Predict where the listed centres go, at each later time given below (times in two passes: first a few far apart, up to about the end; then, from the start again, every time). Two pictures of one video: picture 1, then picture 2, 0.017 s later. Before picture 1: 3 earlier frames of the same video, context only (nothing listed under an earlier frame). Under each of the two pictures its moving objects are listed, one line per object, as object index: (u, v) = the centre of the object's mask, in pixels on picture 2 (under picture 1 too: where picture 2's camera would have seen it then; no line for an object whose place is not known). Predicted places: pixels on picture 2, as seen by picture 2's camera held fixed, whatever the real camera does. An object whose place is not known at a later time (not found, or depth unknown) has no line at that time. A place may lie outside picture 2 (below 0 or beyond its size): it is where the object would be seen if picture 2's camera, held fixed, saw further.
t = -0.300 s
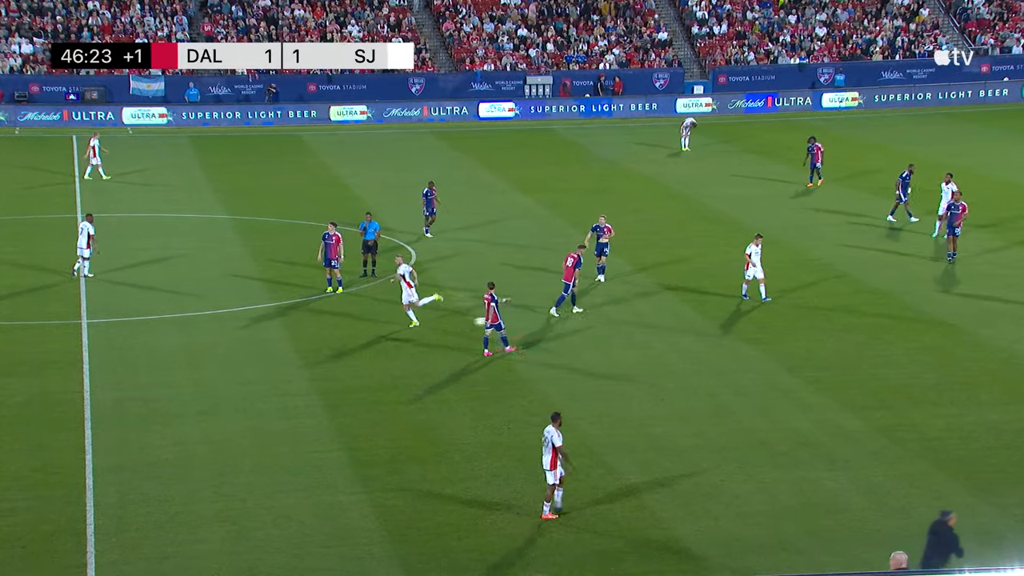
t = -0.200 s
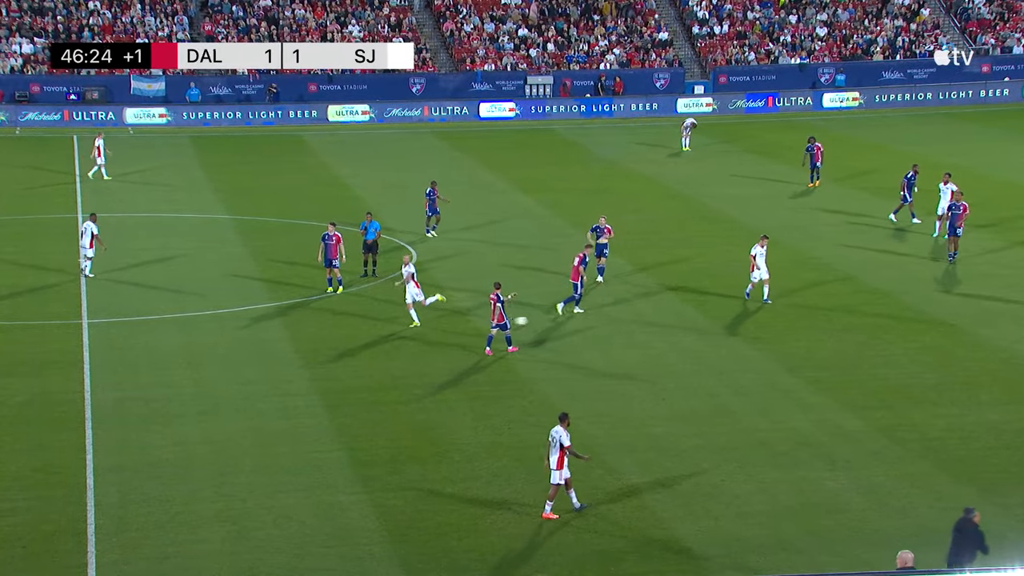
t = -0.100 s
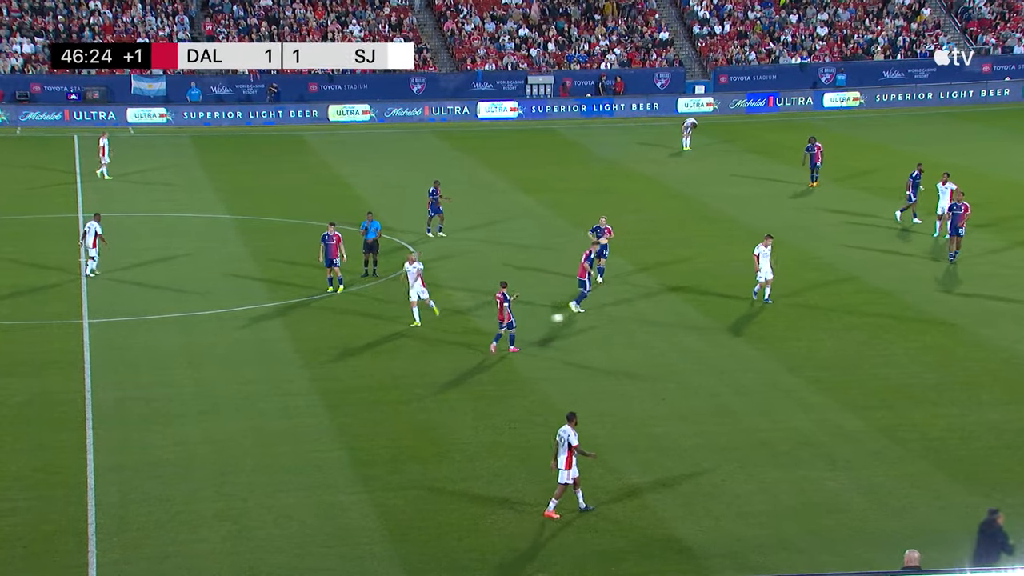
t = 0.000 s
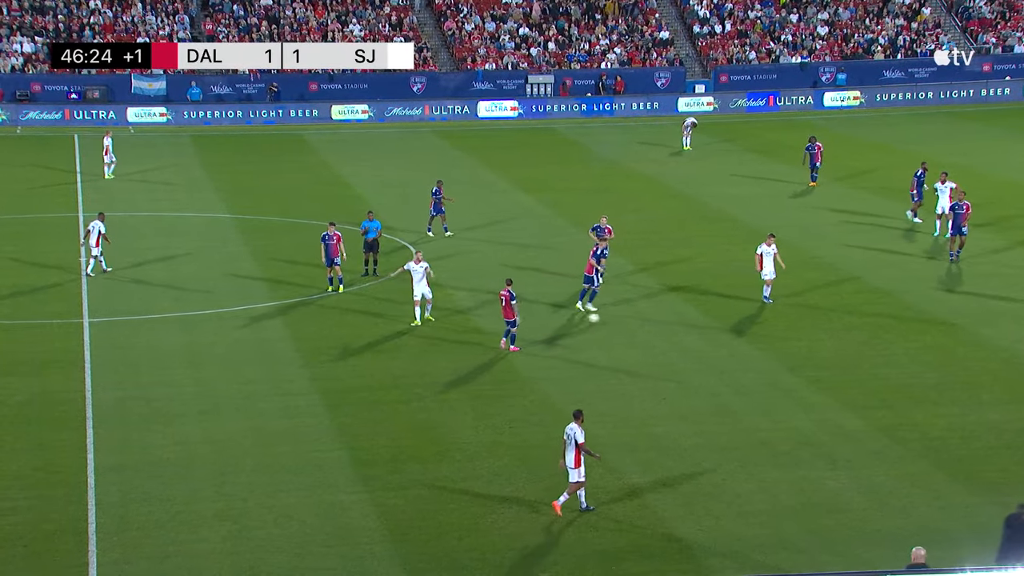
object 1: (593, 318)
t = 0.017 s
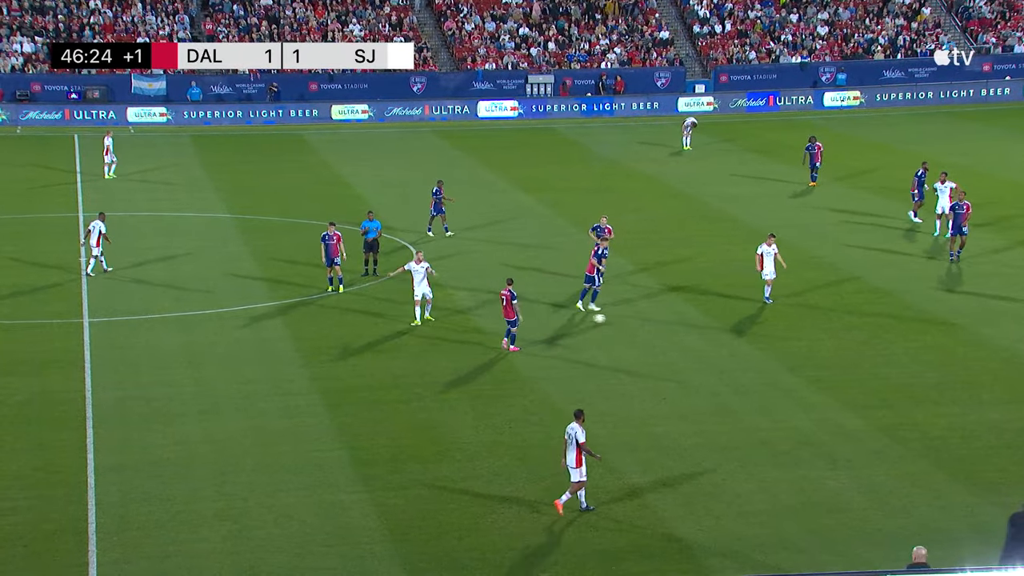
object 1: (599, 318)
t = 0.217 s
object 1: (659, 316)
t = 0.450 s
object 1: (724, 317)
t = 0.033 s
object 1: (605, 318)
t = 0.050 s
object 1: (609, 317)
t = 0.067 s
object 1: (614, 316)
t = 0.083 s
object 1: (619, 316)
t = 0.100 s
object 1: (624, 316)
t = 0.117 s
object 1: (629, 315)
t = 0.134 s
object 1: (635, 315)
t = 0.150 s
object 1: (640, 315)
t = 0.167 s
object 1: (645, 315)
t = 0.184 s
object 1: (649, 315)
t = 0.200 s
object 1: (654, 316)
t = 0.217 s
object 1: (659, 316)
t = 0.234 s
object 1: (664, 316)
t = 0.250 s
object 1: (669, 317)
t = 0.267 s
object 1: (674, 317)
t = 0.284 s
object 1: (678, 317)
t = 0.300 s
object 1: (683, 316)
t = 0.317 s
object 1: (688, 316)
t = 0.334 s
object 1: (693, 316)
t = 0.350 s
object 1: (697, 316)
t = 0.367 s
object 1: (702, 316)
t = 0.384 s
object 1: (706, 316)
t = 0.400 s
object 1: (711, 316)
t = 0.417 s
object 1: (715, 317)
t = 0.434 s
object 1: (720, 317)
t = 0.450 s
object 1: (724, 317)
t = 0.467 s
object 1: (729, 316)
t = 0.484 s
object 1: (733, 316)
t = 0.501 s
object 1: (738, 316)
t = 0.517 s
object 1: (742, 316)
